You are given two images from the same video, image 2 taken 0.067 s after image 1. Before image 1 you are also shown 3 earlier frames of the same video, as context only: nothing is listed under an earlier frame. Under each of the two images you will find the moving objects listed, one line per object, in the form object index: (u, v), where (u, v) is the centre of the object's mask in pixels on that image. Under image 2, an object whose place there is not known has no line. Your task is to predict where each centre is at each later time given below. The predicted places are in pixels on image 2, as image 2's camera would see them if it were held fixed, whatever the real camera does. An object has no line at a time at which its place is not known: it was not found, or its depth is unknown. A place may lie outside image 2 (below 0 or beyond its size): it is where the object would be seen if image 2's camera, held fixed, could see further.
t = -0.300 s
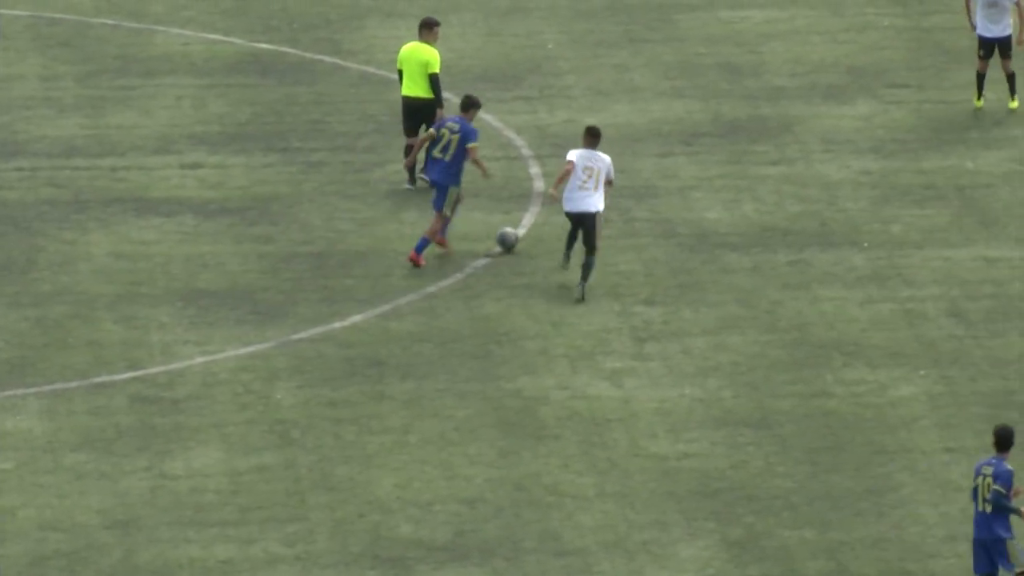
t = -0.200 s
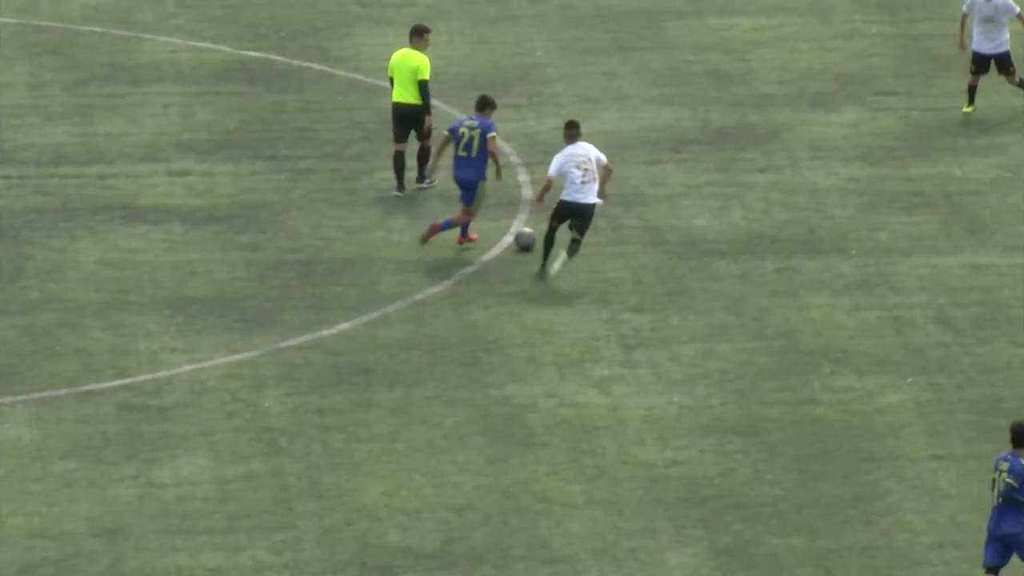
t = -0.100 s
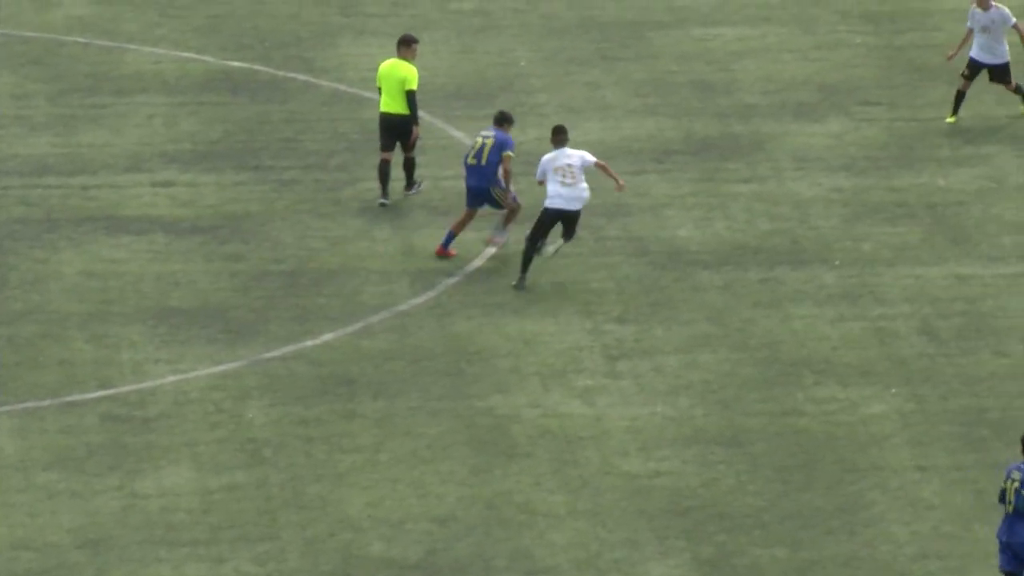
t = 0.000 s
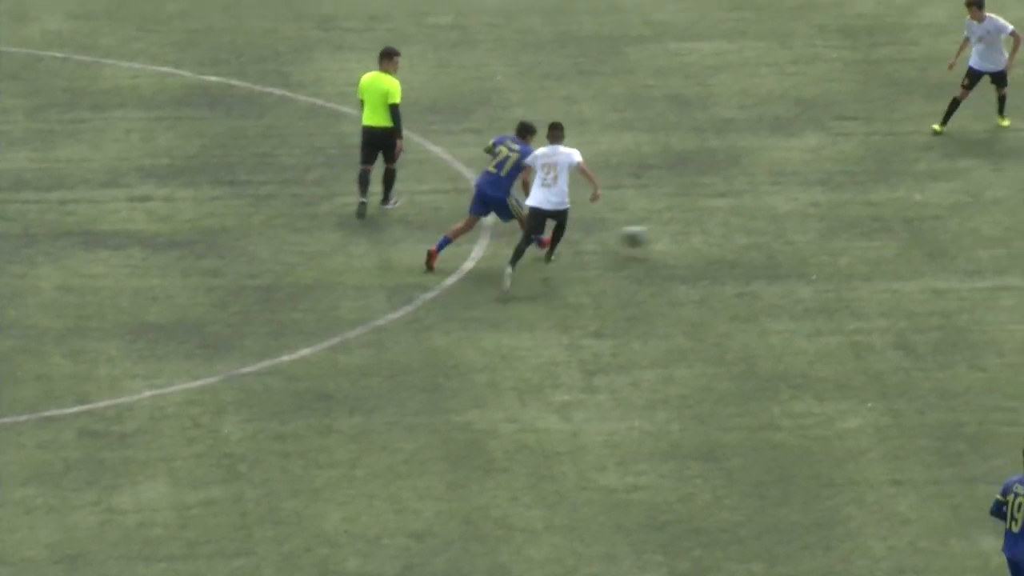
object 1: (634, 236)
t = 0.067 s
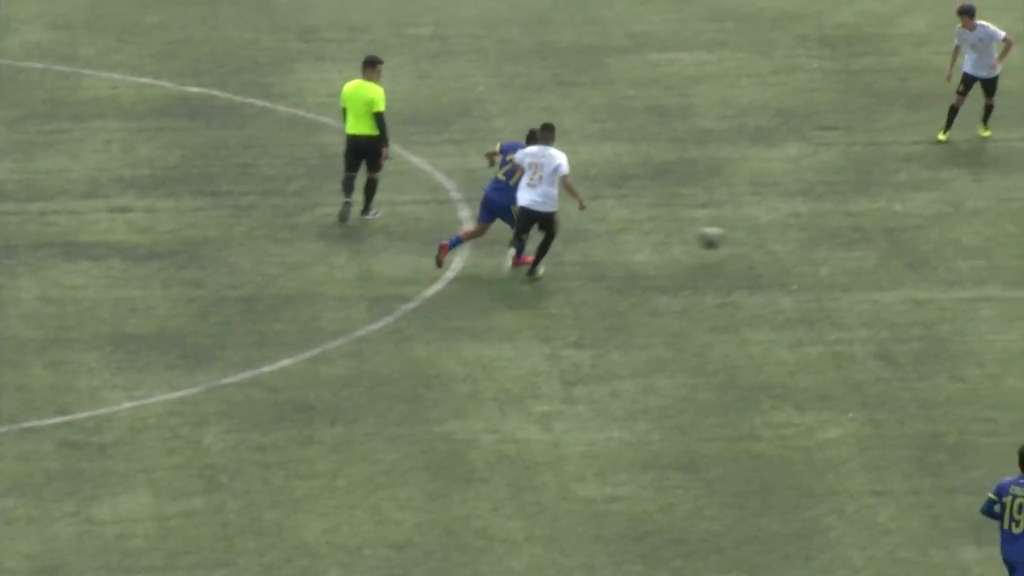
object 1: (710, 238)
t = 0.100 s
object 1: (759, 235)
